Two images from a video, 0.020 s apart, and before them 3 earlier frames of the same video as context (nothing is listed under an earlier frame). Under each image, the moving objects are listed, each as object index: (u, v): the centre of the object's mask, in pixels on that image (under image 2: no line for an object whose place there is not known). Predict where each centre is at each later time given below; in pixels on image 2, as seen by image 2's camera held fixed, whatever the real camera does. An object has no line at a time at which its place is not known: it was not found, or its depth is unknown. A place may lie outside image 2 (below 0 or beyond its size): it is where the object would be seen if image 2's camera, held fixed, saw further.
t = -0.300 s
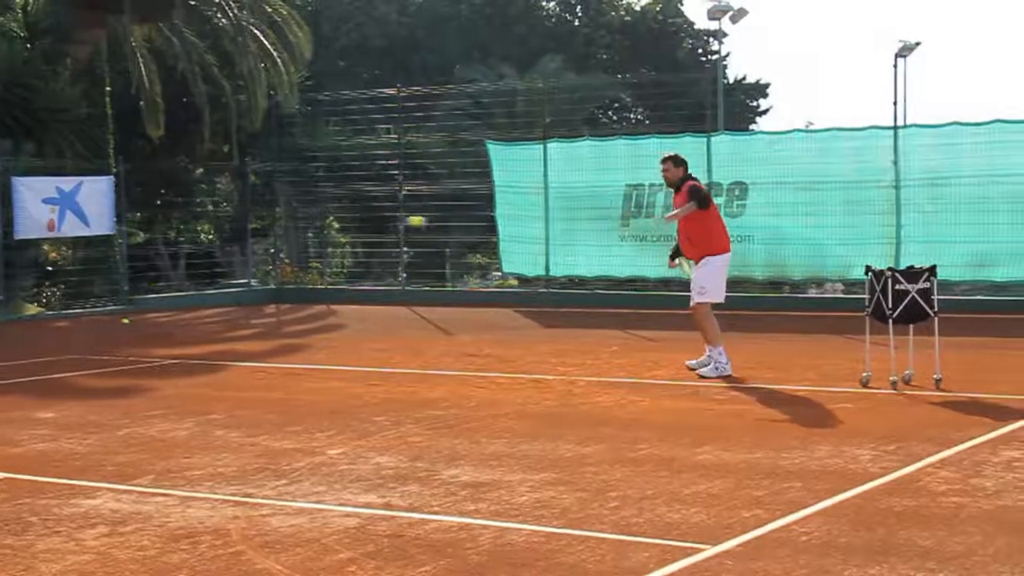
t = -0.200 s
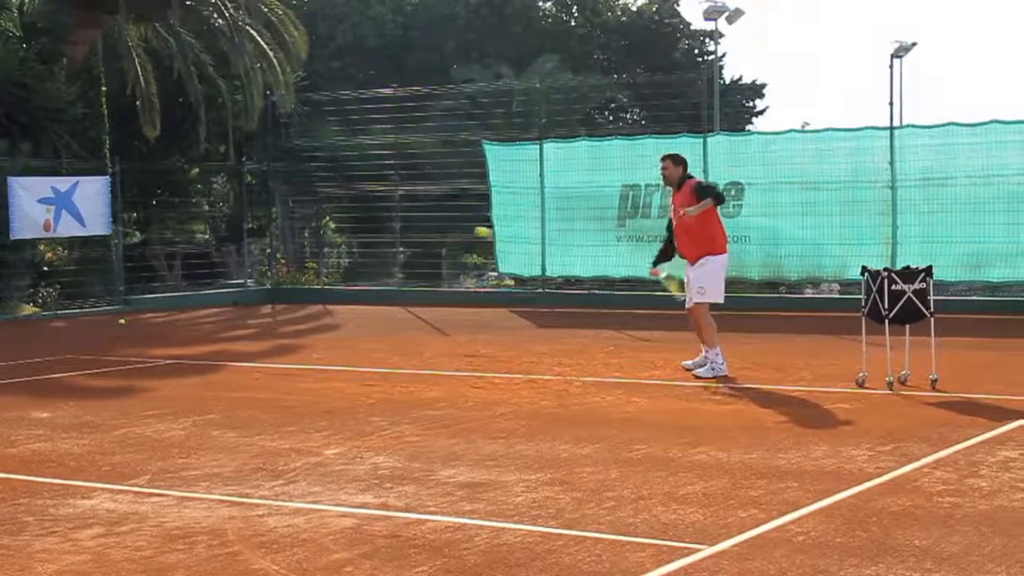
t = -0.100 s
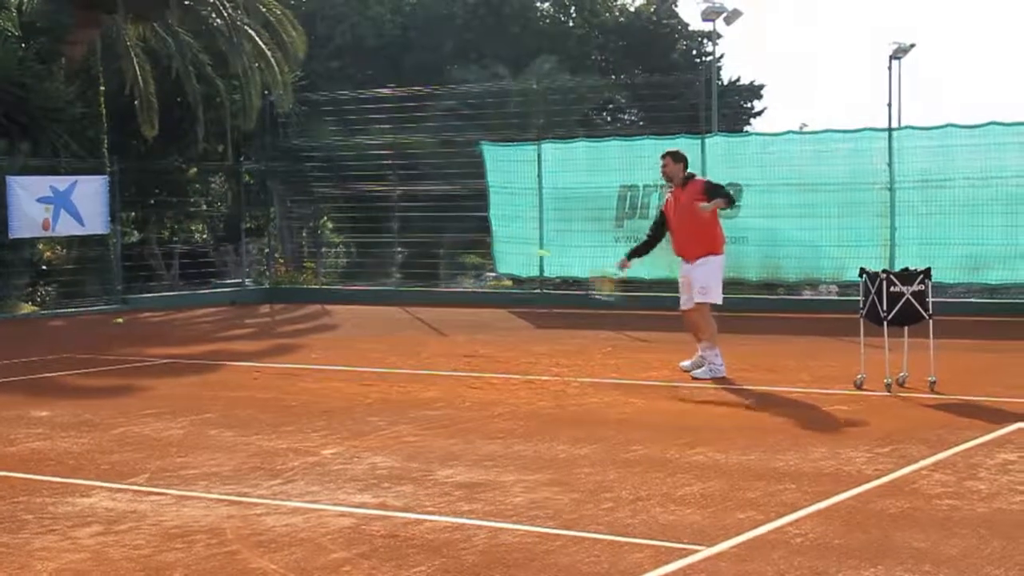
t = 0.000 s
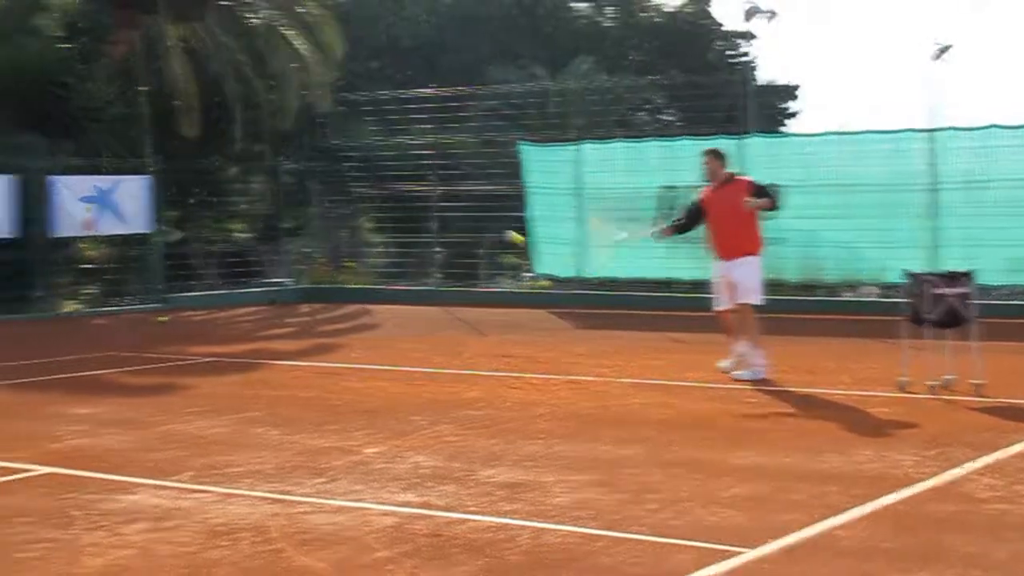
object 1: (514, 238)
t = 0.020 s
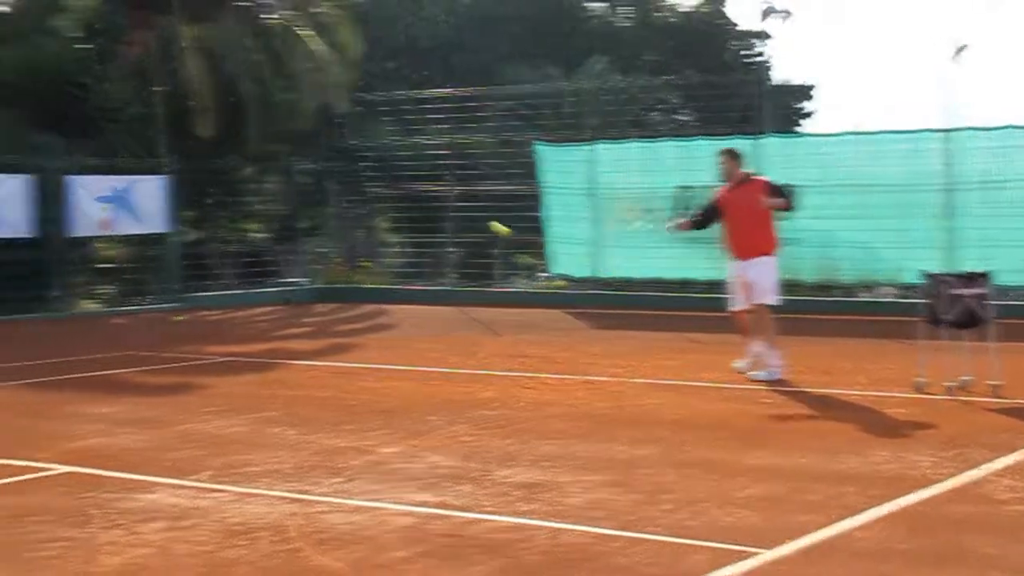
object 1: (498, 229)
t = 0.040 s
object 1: (466, 220)
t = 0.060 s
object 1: (431, 212)
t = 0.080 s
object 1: (394, 202)
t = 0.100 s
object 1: (356, 194)
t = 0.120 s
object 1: (314, 186)
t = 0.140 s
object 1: (270, 177)
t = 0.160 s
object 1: (222, 167)
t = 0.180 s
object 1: (171, 158)
